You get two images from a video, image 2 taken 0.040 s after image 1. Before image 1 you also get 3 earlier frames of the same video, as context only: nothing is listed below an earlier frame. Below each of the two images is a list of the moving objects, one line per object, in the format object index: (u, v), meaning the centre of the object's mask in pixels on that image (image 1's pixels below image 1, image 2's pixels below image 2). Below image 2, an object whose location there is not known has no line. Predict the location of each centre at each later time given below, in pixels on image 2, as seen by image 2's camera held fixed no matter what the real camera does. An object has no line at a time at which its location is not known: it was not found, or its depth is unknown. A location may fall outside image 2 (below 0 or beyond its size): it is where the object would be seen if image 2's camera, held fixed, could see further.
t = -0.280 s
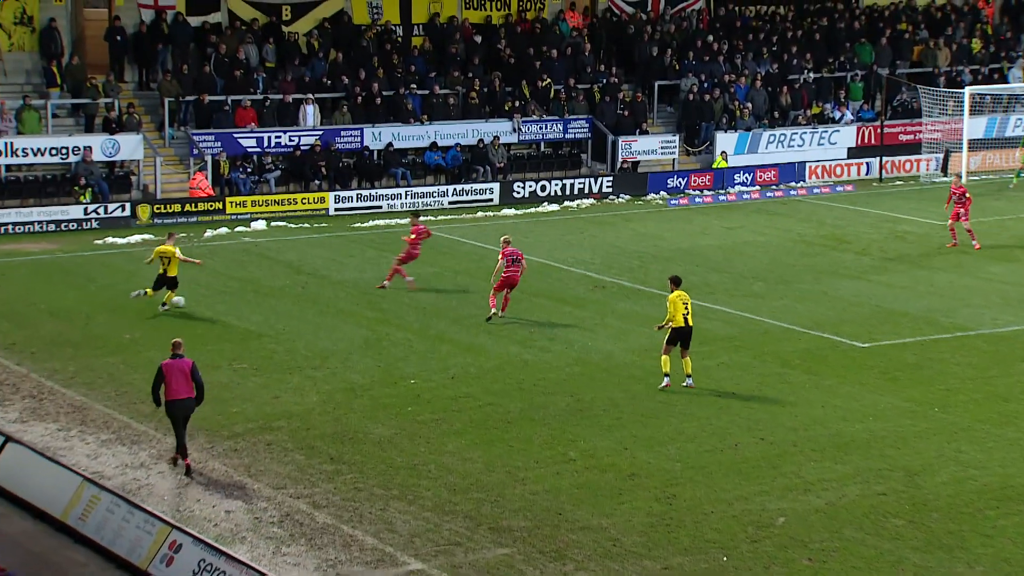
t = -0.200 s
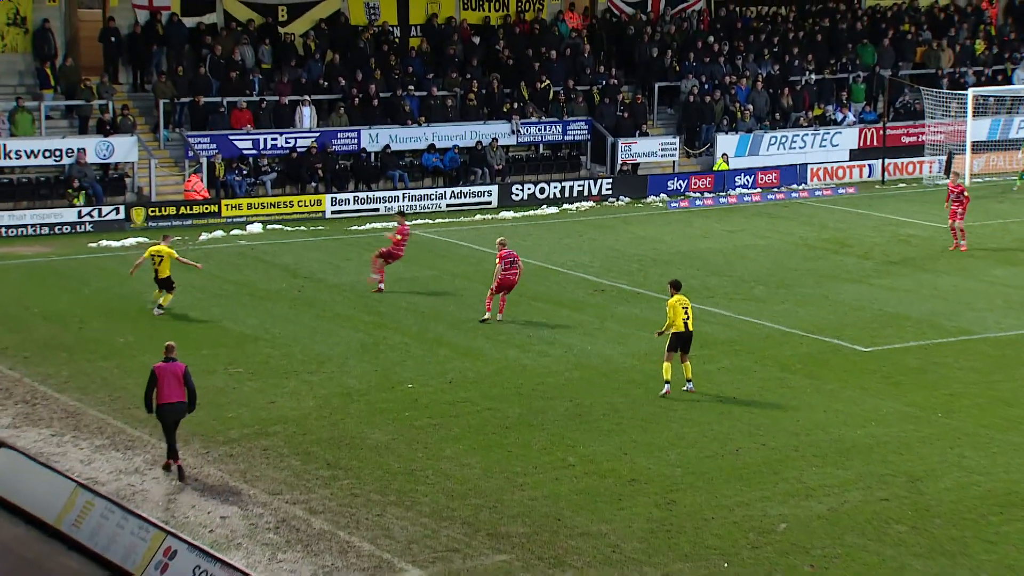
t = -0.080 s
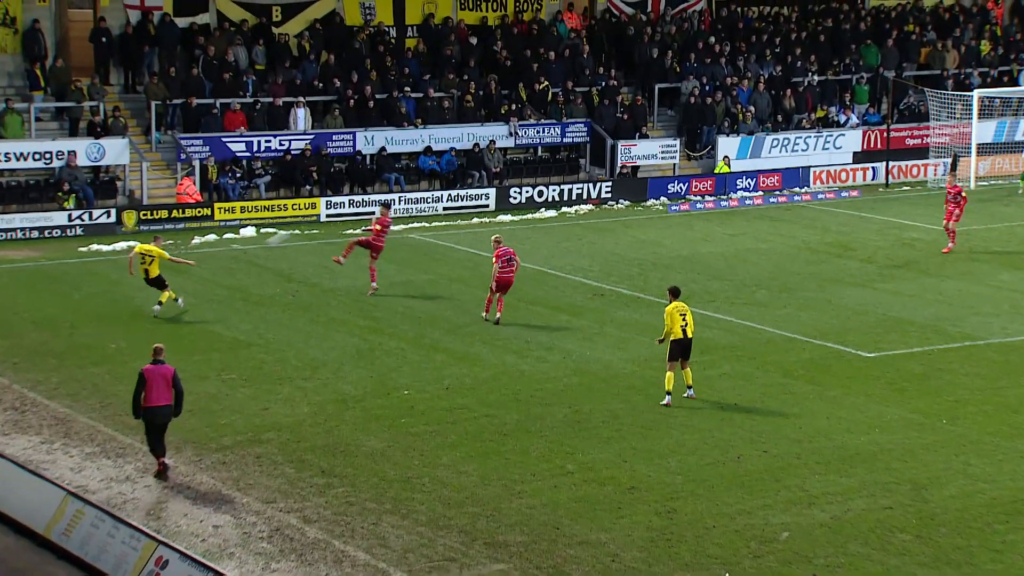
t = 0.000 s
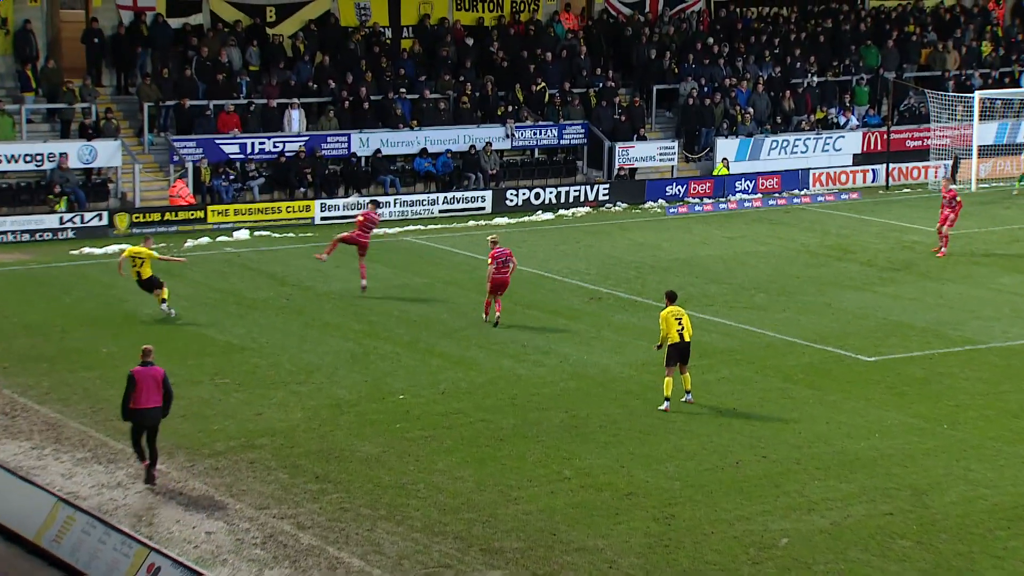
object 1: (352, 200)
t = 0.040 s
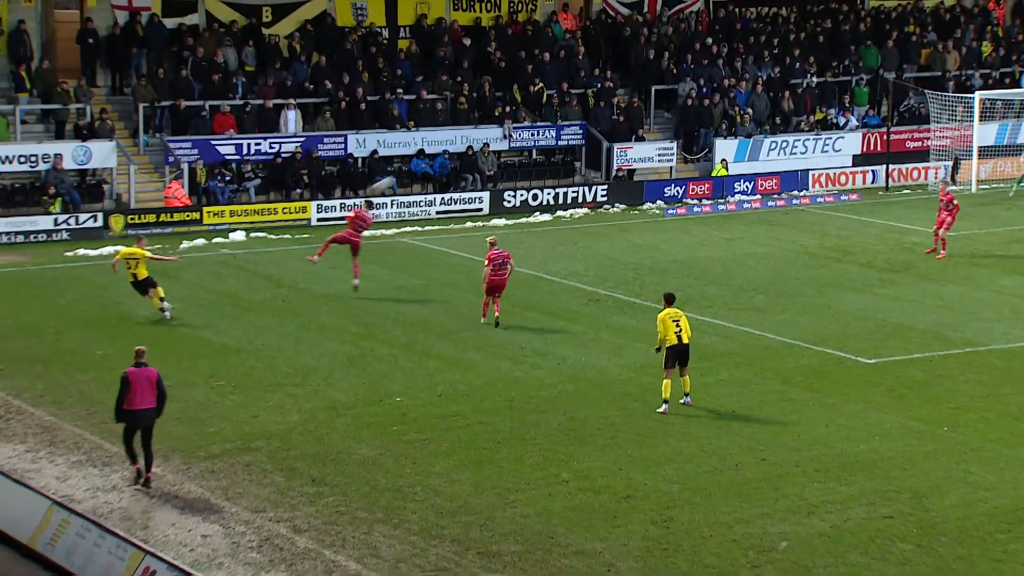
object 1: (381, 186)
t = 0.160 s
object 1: (484, 136)
